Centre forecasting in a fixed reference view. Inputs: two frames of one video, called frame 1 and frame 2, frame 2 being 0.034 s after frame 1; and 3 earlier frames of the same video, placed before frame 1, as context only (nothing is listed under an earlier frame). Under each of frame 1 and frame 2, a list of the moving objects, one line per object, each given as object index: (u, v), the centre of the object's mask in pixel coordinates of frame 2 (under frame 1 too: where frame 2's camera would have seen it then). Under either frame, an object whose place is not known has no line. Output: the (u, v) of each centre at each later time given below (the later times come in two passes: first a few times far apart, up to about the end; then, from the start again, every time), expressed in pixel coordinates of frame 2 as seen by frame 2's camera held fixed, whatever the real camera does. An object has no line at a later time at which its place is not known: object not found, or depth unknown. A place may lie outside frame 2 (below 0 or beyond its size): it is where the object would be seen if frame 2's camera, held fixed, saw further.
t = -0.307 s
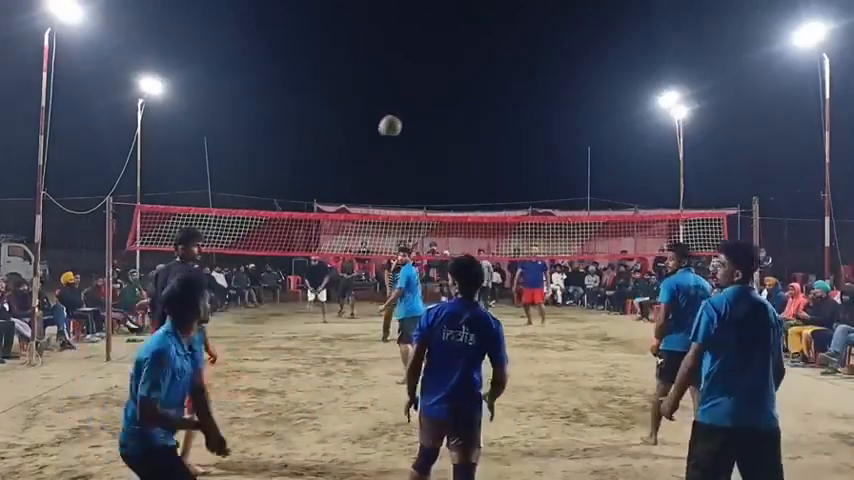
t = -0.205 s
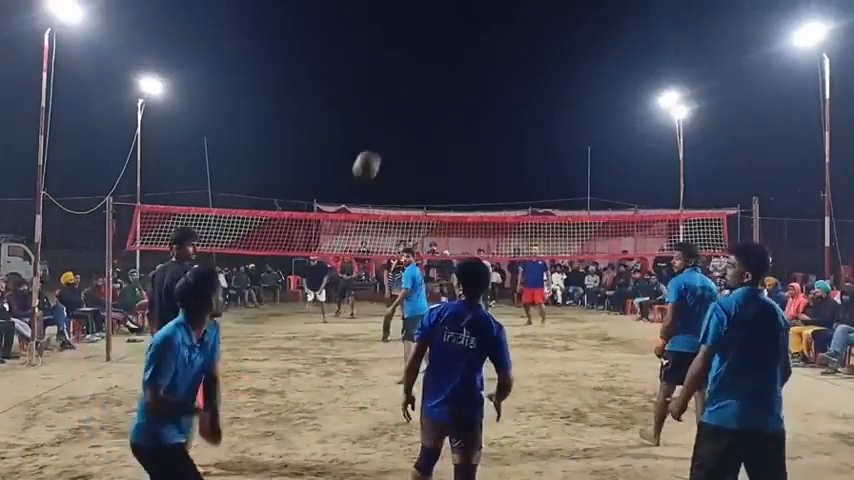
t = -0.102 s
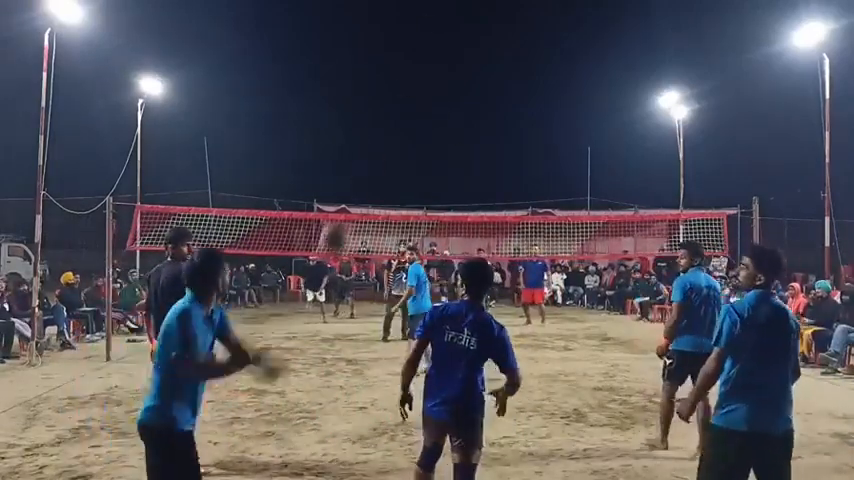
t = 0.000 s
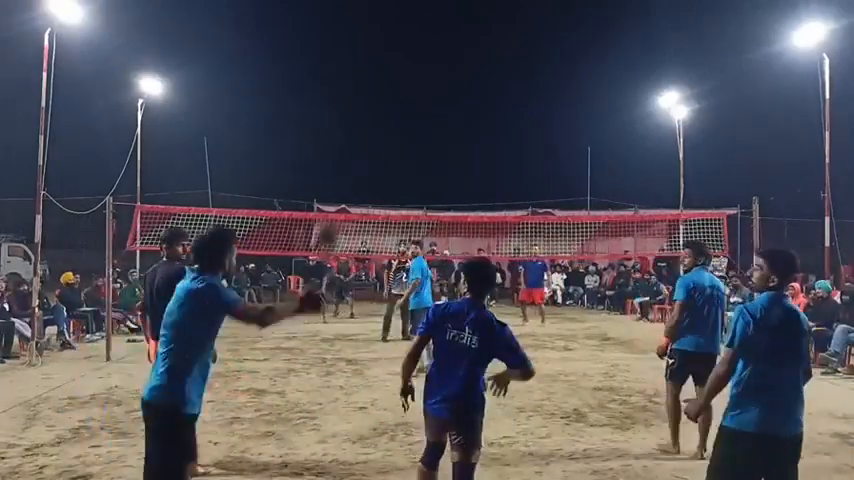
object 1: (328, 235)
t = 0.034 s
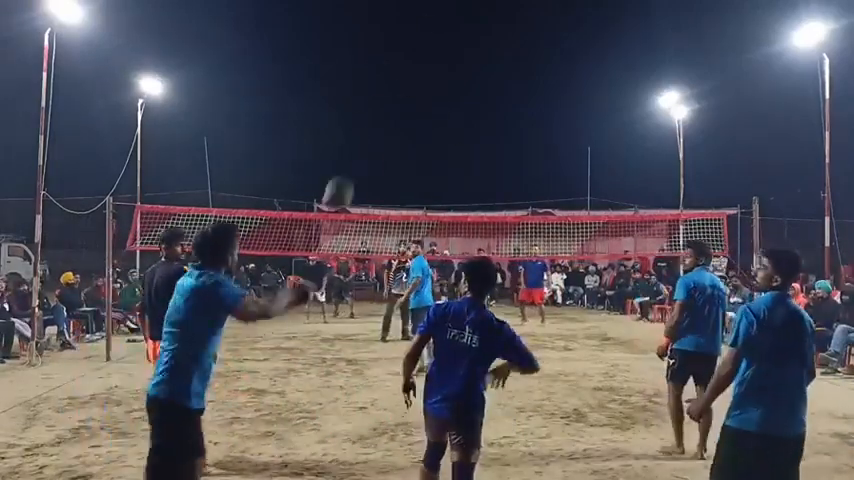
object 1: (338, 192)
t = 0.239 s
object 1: (380, 60)
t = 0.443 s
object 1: (401, 16)
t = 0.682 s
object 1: (417, 22)
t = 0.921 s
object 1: (425, 59)
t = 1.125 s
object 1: (429, 103)
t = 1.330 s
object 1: (431, 155)
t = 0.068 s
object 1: (347, 162)
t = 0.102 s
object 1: (355, 135)
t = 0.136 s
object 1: (363, 109)
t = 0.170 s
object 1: (370, 91)
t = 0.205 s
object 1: (375, 74)
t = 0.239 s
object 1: (380, 60)
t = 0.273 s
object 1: (385, 49)
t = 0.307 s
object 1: (388, 39)
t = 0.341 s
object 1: (392, 31)
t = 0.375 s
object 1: (395, 25)
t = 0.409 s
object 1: (398, 20)
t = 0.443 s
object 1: (401, 16)
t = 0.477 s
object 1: (404, 15)
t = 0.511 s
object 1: (407, 13)
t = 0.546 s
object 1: (410, 14)
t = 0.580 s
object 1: (412, 15)
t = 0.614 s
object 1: (414, 17)
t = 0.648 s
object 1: (415, 19)
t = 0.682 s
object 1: (417, 22)
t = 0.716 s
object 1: (418, 26)
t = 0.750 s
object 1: (420, 30)
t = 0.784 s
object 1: (421, 35)
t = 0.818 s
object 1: (422, 40)
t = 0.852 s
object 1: (423, 46)
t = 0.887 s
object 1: (424, 52)
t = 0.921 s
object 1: (425, 59)
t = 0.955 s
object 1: (426, 65)
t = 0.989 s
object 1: (427, 73)
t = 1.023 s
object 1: (428, 80)
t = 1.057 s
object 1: (428, 88)
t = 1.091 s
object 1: (429, 95)
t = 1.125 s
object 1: (429, 103)
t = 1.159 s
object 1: (430, 112)
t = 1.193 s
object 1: (430, 120)
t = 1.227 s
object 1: (431, 129)
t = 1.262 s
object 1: (431, 137)
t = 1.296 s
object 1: (431, 147)
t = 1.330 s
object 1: (431, 155)
